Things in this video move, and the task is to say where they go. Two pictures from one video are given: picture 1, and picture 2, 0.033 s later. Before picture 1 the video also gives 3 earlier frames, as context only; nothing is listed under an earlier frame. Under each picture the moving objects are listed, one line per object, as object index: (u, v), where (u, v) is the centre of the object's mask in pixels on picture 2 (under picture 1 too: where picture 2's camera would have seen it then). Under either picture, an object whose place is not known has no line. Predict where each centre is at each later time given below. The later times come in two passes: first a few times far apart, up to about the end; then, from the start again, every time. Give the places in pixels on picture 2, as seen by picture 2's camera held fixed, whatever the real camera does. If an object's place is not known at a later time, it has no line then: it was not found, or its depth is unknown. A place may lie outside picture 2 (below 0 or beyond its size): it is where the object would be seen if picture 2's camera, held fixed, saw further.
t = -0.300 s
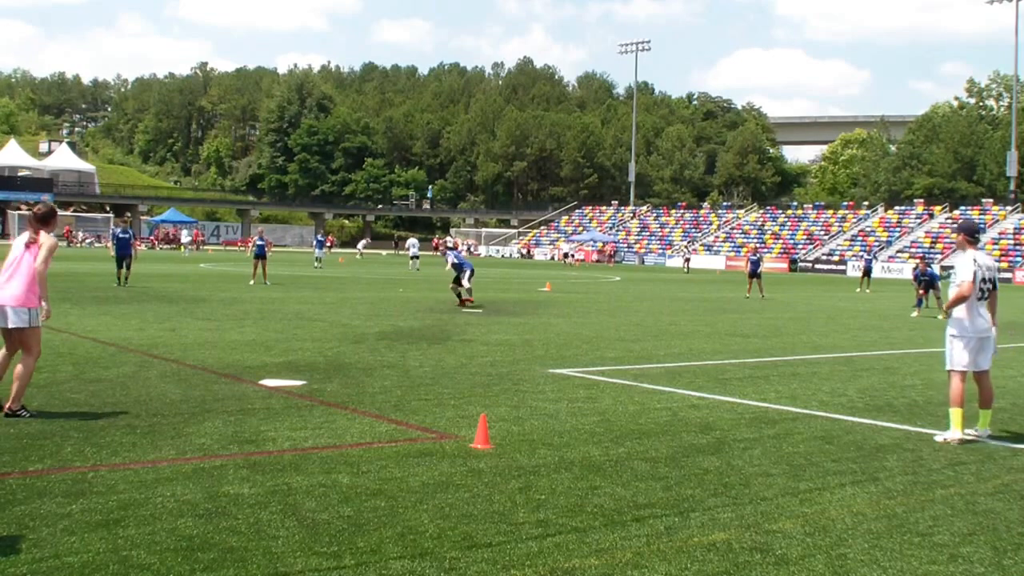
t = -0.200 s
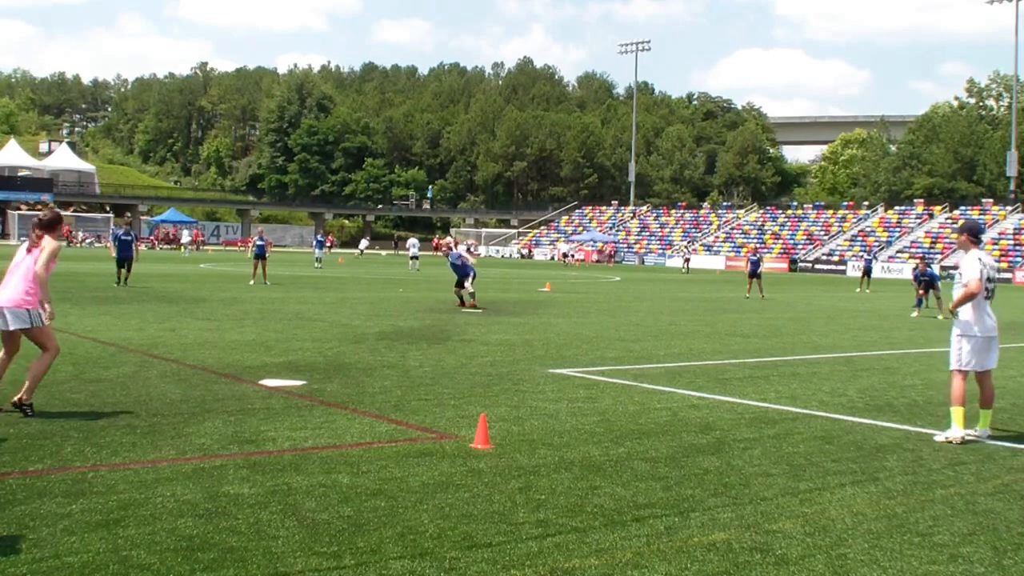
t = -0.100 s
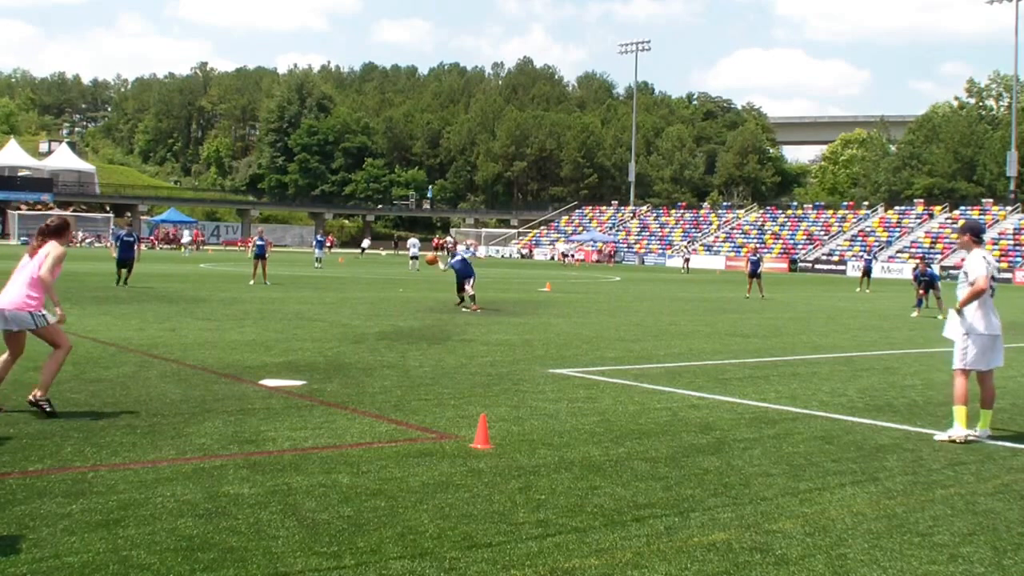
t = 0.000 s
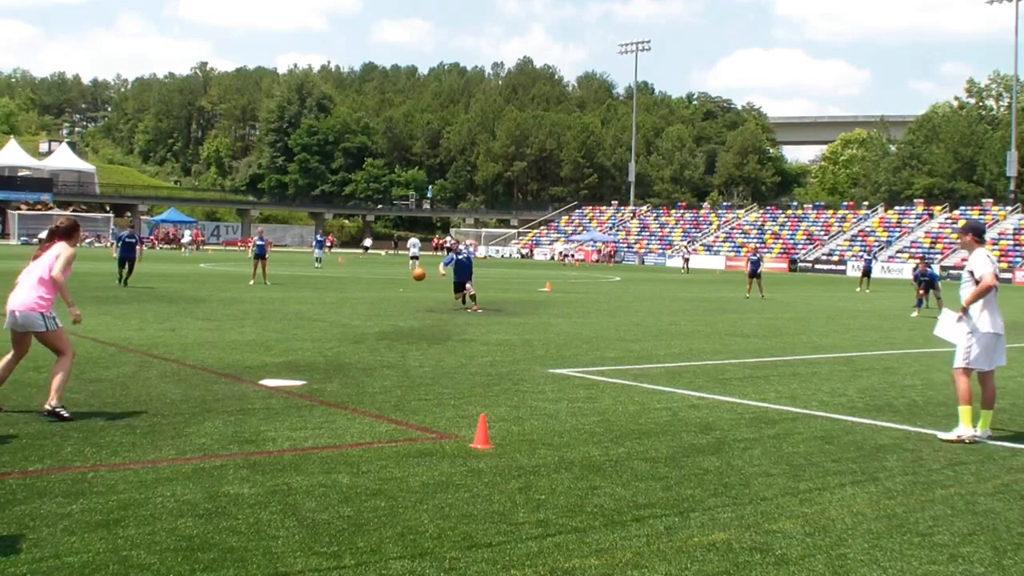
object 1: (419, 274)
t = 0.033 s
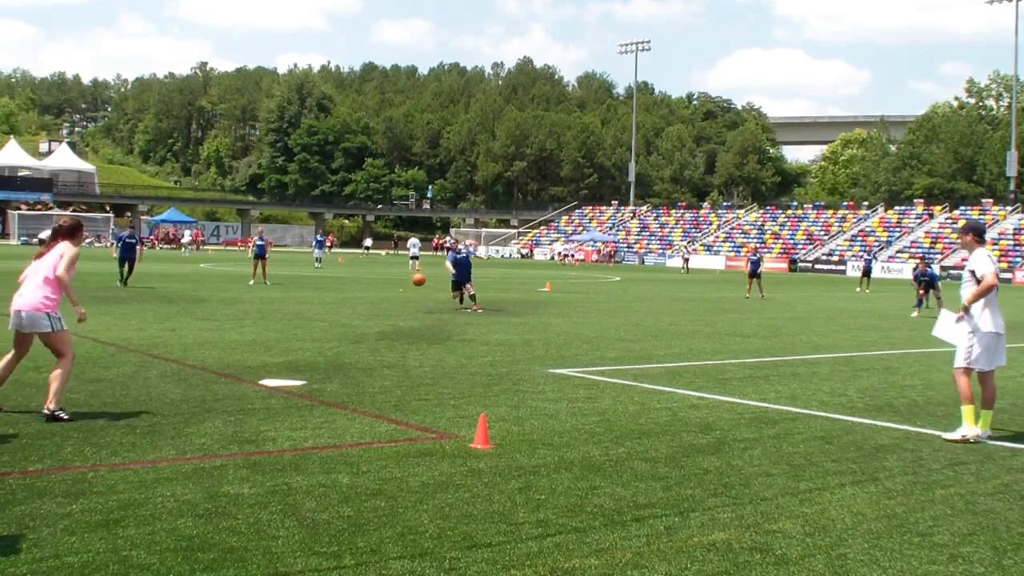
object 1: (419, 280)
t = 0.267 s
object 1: (404, 318)
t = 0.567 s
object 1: (358, 315)
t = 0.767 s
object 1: (306, 366)
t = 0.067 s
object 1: (418, 285)
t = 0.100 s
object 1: (416, 291)
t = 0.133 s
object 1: (415, 299)
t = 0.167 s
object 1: (413, 307)
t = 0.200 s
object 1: (410, 316)
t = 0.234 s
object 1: (407, 322)
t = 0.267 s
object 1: (404, 318)
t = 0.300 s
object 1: (400, 314)
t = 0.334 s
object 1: (396, 311)
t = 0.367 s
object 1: (392, 309)
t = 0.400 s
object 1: (387, 307)
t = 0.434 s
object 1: (382, 307)
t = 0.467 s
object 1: (376, 307)
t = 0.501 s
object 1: (371, 309)
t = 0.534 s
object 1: (365, 311)
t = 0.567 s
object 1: (358, 315)
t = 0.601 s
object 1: (351, 320)
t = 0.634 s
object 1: (343, 326)
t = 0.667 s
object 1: (334, 334)
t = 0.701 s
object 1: (325, 344)
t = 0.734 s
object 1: (316, 354)
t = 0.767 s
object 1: (306, 366)
